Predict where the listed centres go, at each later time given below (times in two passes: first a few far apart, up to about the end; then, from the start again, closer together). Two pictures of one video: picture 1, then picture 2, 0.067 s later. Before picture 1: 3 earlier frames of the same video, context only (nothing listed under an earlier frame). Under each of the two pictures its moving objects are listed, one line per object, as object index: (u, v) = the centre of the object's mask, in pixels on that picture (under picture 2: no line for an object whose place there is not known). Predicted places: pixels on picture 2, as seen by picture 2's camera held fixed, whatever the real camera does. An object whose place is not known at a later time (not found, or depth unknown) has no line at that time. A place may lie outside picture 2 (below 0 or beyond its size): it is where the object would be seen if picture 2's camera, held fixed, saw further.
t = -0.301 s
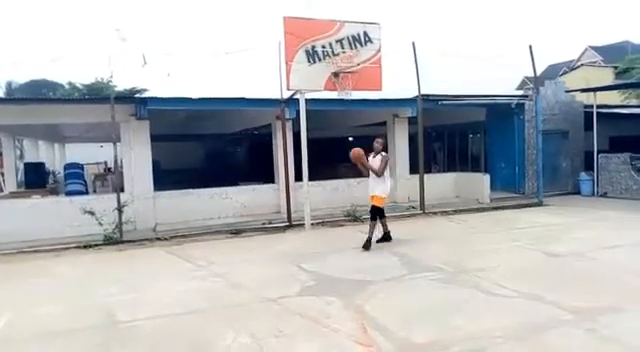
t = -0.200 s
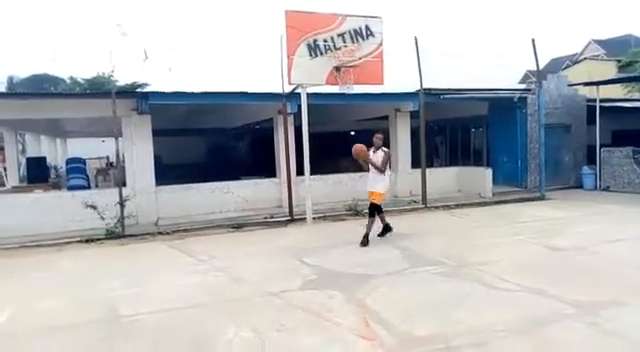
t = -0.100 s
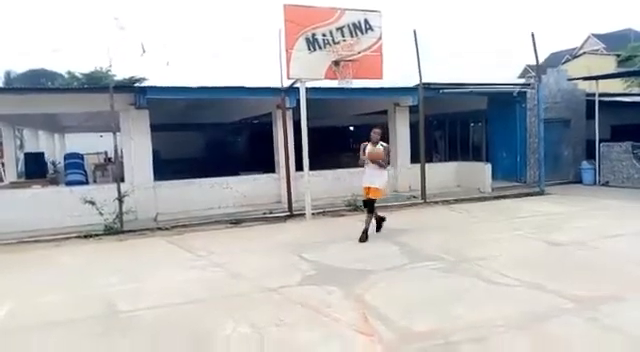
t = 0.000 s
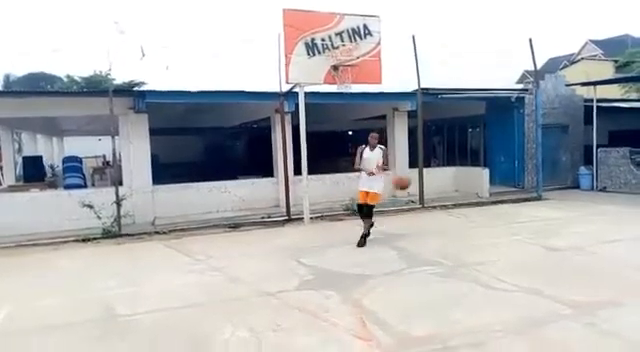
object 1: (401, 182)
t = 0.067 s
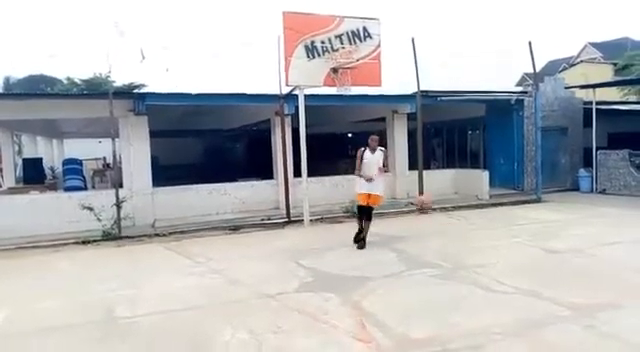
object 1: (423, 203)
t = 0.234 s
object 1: (490, 285)
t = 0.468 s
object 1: (551, 216)
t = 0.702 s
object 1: (629, 189)
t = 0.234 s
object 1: (490, 285)
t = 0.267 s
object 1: (498, 273)
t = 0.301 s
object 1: (505, 262)
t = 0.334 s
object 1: (514, 251)
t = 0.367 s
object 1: (522, 241)
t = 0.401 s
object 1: (531, 232)
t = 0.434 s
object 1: (541, 224)
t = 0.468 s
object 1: (551, 216)
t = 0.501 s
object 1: (561, 211)
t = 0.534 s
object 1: (573, 203)
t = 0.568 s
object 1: (583, 198)
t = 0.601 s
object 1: (594, 194)
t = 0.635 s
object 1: (608, 191)
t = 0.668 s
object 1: (620, 190)
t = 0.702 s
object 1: (629, 189)
